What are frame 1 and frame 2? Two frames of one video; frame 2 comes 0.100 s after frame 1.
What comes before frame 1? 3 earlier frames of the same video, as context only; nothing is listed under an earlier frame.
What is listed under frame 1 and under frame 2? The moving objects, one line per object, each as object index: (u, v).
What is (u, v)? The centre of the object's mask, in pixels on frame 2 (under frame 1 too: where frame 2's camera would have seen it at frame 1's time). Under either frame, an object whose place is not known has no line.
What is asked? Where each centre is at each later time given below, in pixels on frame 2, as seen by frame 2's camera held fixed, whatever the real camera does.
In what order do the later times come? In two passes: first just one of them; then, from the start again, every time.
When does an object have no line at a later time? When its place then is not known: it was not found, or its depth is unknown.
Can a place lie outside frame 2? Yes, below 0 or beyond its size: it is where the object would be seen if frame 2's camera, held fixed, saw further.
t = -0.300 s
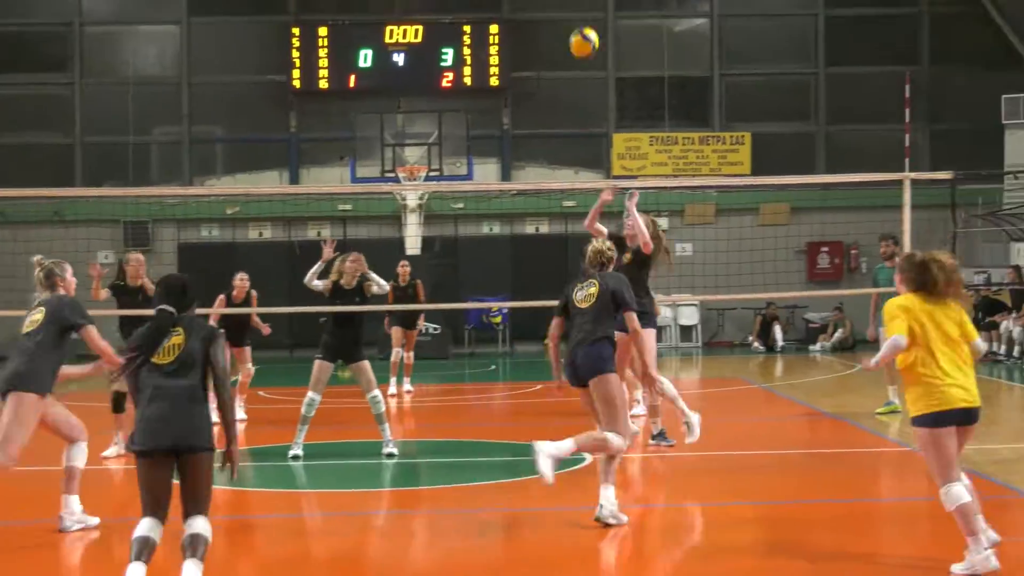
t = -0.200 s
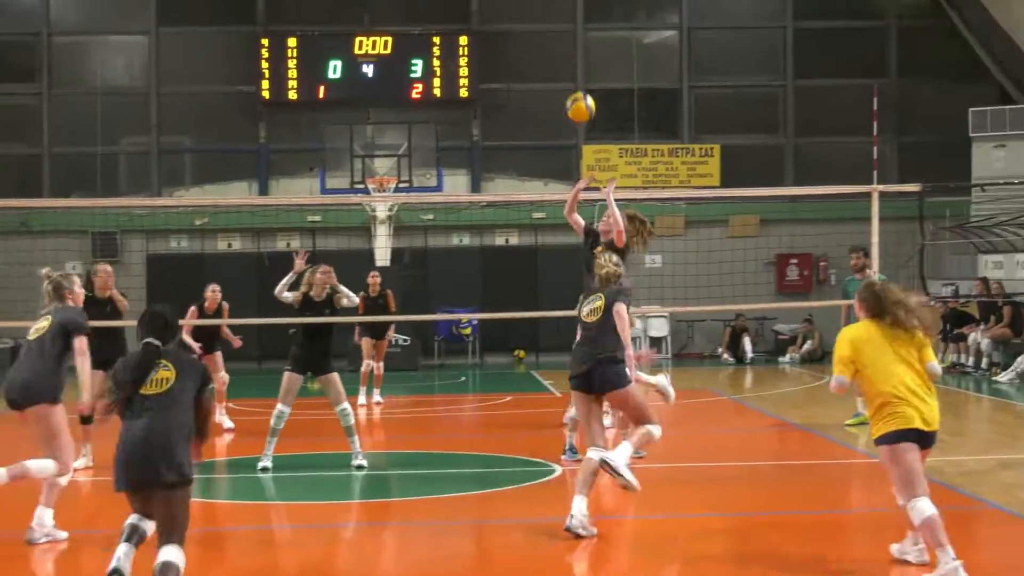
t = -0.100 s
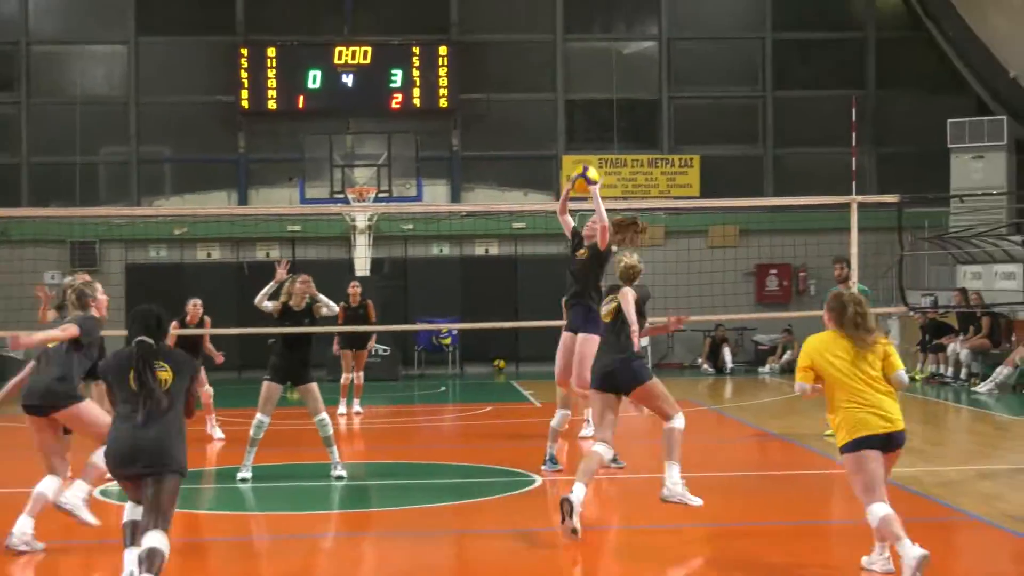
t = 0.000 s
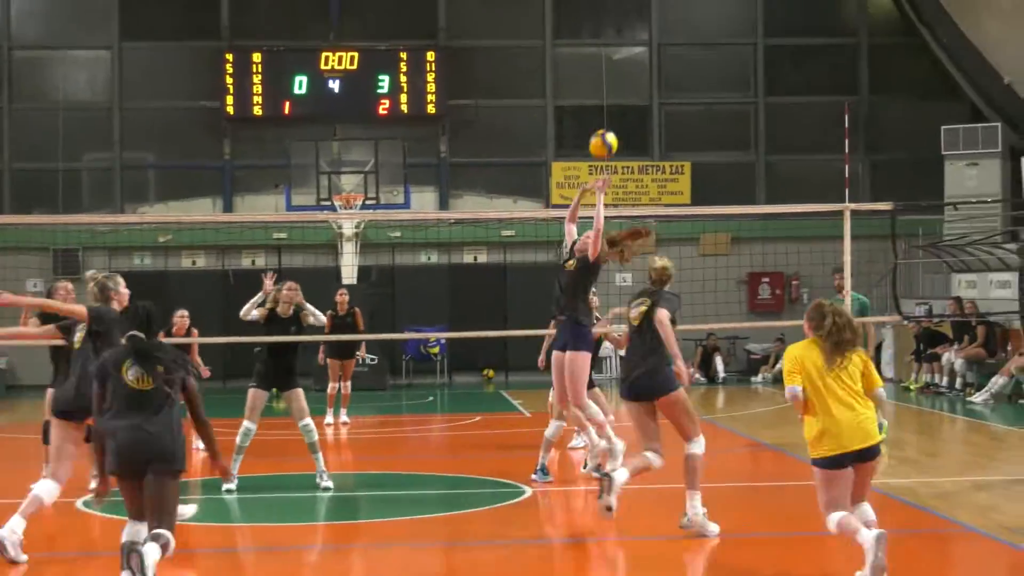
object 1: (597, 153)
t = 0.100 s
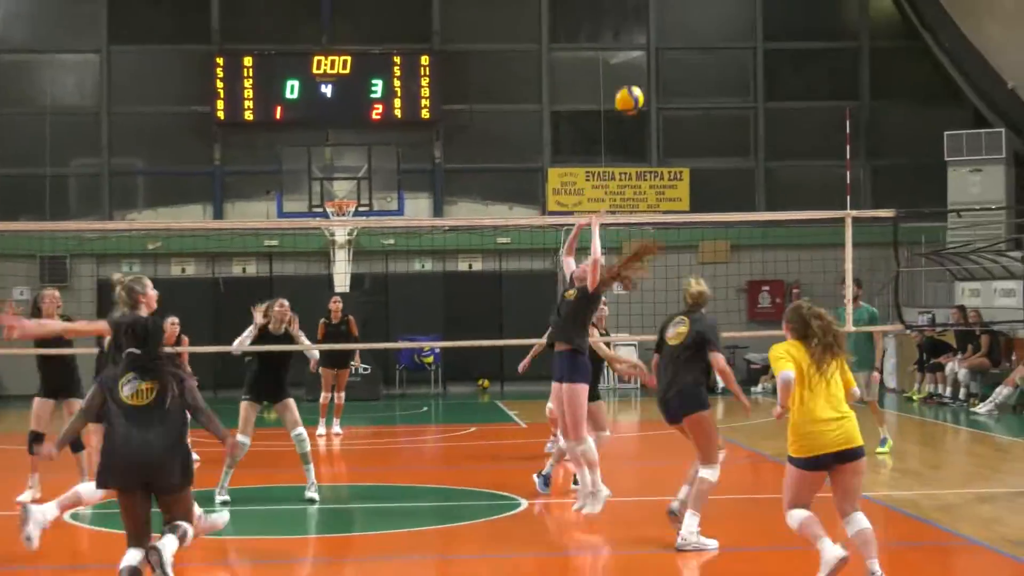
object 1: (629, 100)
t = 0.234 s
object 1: (666, 55)
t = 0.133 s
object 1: (639, 86)
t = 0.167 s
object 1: (648, 74)
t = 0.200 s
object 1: (657, 65)
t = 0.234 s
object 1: (666, 55)
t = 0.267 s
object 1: (675, 48)
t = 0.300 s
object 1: (684, 41)
